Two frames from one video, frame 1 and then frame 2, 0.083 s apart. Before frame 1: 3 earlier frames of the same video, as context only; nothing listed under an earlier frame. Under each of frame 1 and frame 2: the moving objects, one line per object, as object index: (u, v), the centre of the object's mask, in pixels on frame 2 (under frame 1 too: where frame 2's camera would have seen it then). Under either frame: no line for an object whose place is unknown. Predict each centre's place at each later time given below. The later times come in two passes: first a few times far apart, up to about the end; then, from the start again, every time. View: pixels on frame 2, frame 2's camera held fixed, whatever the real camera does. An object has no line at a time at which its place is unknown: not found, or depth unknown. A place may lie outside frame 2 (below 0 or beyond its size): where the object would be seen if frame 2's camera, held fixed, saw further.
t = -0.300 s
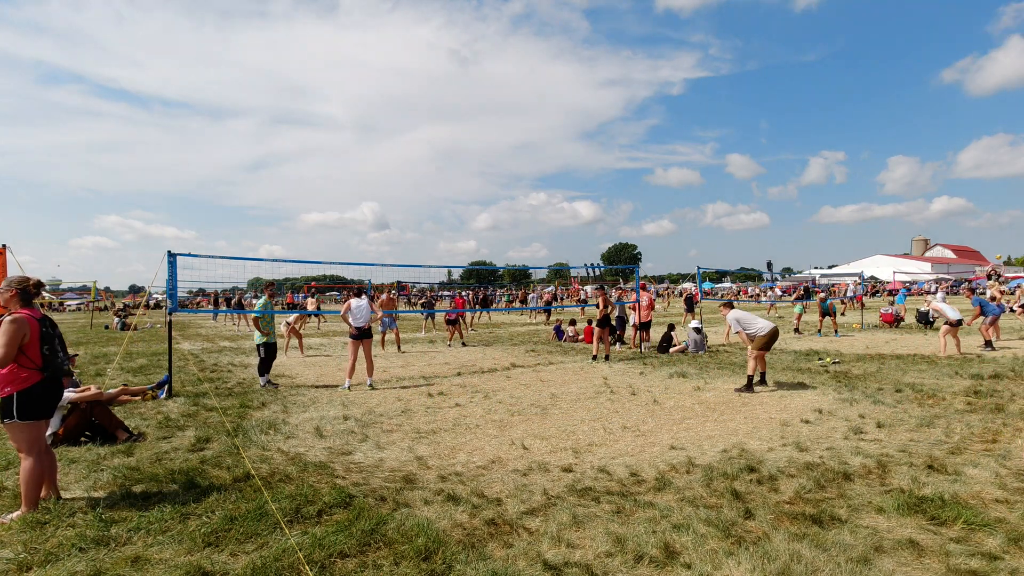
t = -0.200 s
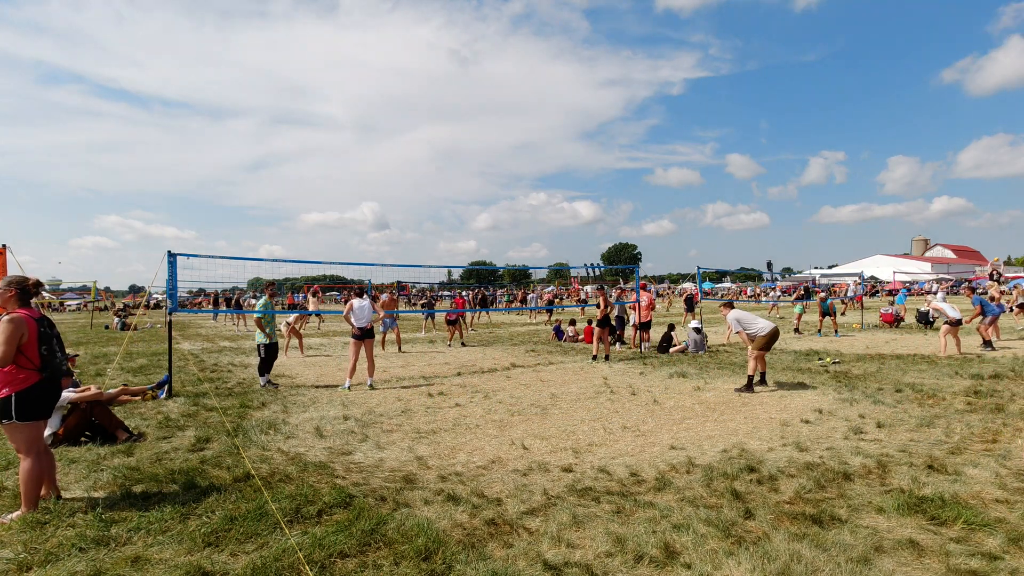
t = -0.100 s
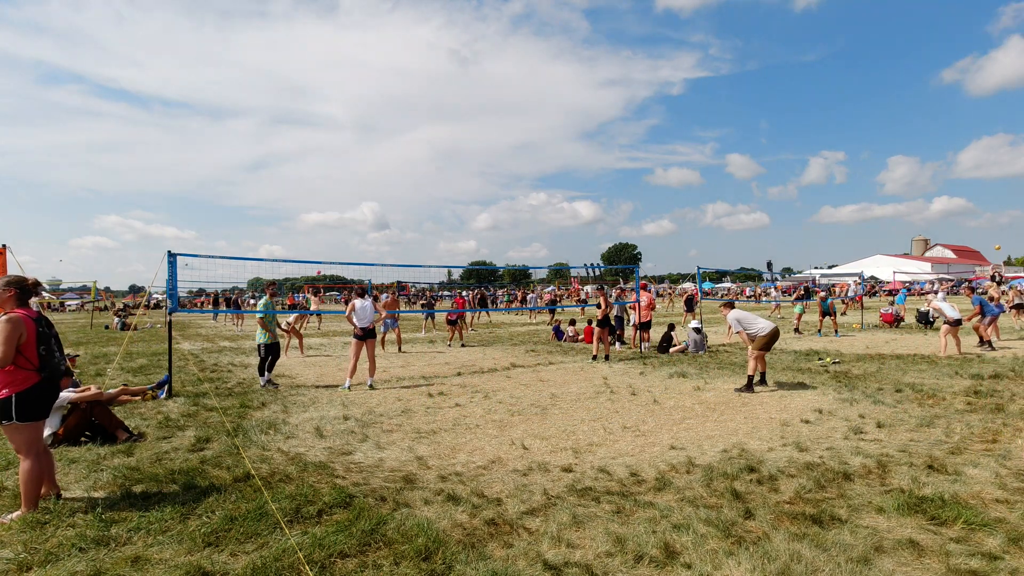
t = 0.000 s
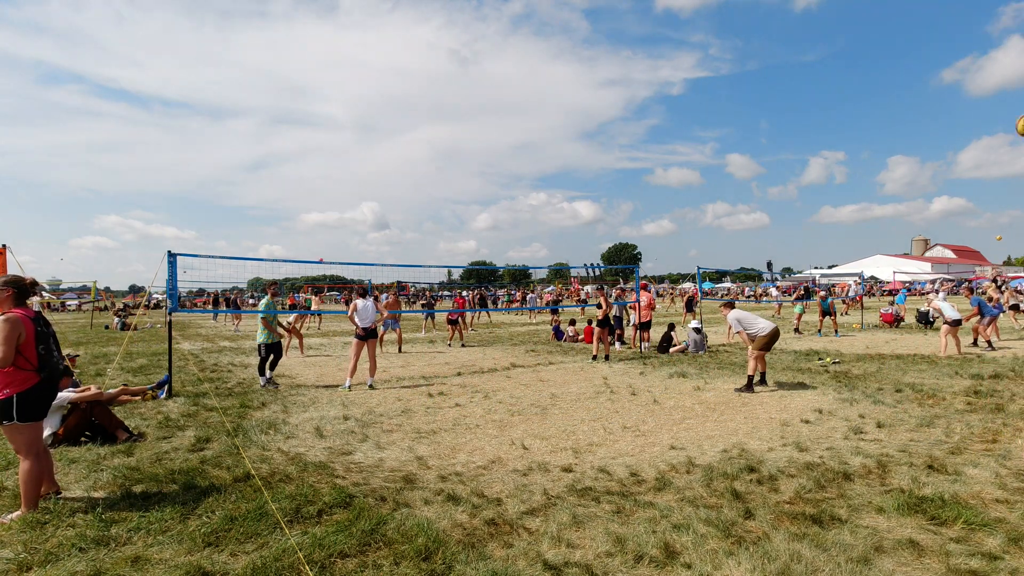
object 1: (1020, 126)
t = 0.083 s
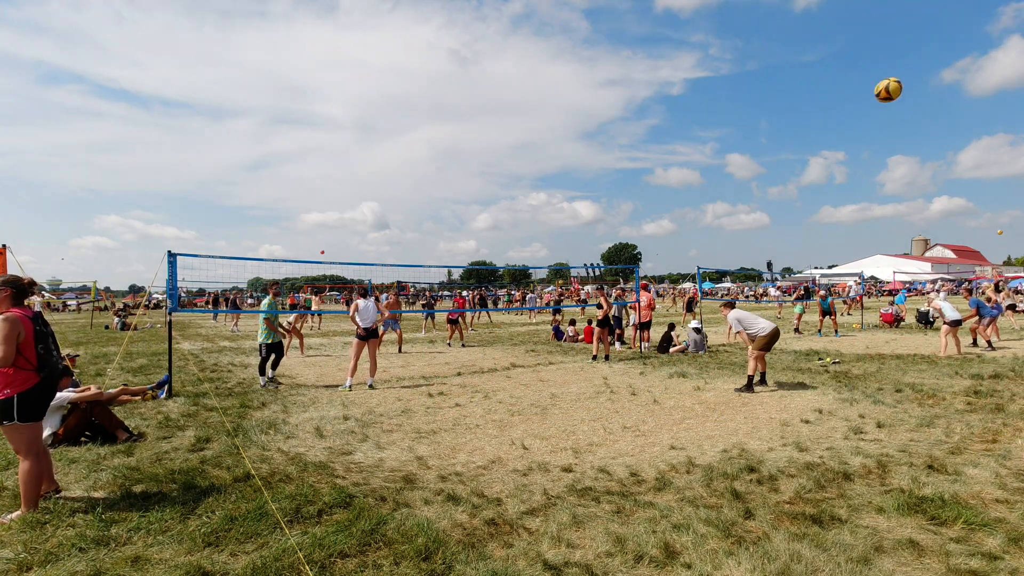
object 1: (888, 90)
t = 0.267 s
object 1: (679, 62)
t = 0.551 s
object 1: (501, 79)
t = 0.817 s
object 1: (410, 127)
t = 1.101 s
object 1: (348, 192)
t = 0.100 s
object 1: (864, 85)
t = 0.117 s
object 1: (841, 81)
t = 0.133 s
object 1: (819, 77)
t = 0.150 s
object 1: (798, 74)
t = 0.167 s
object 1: (779, 71)
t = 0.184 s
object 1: (760, 69)
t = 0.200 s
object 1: (742, 67)
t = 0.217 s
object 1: (725, 65)
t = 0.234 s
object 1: (709, 63)
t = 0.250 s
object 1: (694, 62)
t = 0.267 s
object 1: (679, 62)
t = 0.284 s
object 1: (664, 61)
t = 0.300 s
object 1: (651, 61)
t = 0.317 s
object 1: (638, 61)
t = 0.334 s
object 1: (625, 61)
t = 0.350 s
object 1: (614, 61)
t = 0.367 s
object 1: (602, 62)
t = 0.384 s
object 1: (591, 63)
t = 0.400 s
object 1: (580, 64)
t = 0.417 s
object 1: (570, 65)
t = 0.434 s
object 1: (560, 66)
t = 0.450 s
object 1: (551, 67)
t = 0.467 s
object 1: (542, 69)
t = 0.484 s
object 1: (533, 71)
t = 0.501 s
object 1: (525, 73)
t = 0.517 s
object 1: (517, 75)
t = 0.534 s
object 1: (509, 77)
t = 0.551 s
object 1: (501, 79)
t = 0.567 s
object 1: (494, 81)
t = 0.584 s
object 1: (488, 84)
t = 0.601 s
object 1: (481, 86)
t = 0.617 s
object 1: (475, 89)
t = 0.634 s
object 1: (468, 92)
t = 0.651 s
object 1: (462, 95)
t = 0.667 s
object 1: (456, 98)
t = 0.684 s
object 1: (451, 101)
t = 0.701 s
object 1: (445, 104)
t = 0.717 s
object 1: (440, 107)
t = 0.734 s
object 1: (435, 111)
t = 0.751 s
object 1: (429, 114)
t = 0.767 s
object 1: (424, 117)
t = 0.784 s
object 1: (419, 121)
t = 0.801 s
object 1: (415, 124)
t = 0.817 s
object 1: (410, 127)
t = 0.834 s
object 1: (406, 131)
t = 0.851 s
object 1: (401, 135)
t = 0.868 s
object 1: (397, 138)
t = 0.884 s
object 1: (393, 142)
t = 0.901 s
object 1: (389, 145)
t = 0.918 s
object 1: (385, 149)
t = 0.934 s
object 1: (381, 153)
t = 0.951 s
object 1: (377, 157)
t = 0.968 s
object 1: (374, 161)
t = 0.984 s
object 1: (370, 164)
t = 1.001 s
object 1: (367, 168)
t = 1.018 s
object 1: (363, 172)
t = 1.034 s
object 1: (360, 177)
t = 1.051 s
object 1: (357, 181)
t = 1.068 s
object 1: (354, 184)
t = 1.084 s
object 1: (351, 189)
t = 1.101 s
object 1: (348, 192)
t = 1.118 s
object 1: (345, 197)
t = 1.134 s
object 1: (342, 201)
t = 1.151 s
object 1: (340, 206)
